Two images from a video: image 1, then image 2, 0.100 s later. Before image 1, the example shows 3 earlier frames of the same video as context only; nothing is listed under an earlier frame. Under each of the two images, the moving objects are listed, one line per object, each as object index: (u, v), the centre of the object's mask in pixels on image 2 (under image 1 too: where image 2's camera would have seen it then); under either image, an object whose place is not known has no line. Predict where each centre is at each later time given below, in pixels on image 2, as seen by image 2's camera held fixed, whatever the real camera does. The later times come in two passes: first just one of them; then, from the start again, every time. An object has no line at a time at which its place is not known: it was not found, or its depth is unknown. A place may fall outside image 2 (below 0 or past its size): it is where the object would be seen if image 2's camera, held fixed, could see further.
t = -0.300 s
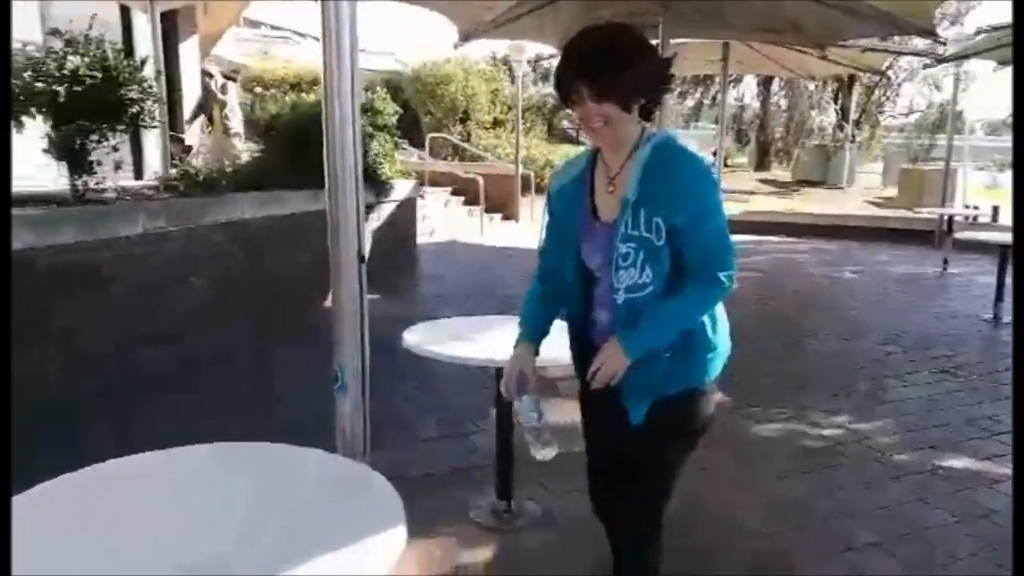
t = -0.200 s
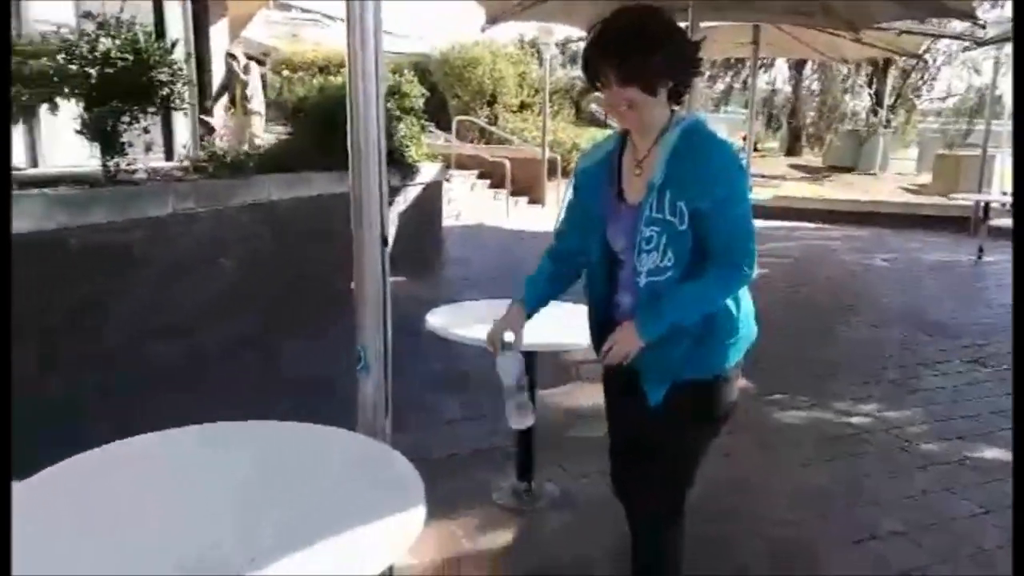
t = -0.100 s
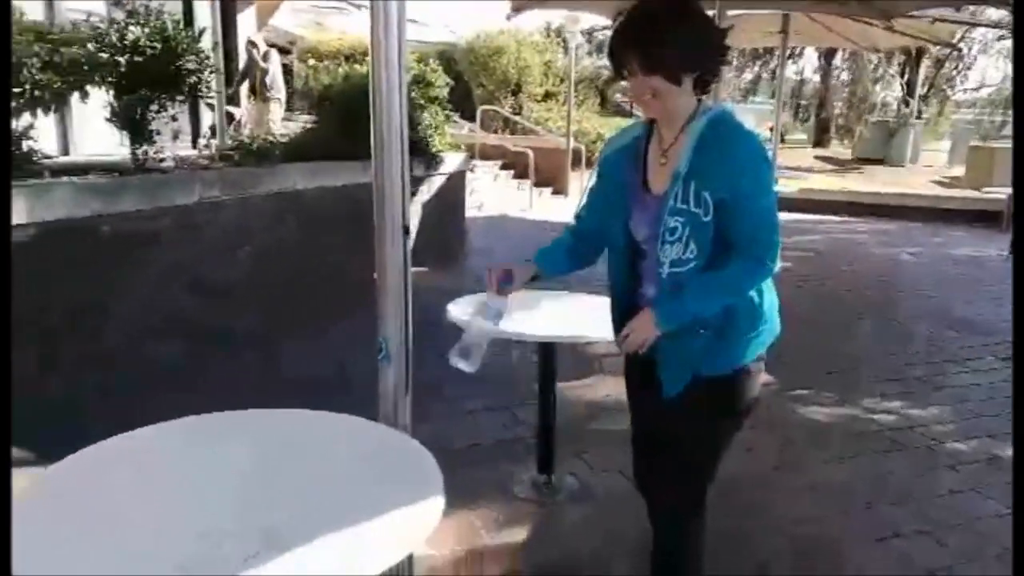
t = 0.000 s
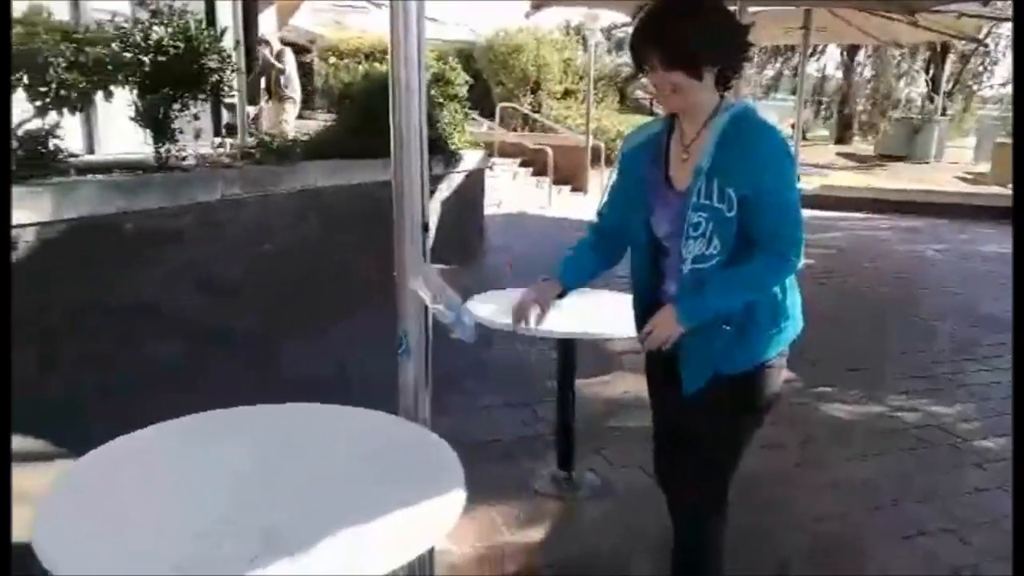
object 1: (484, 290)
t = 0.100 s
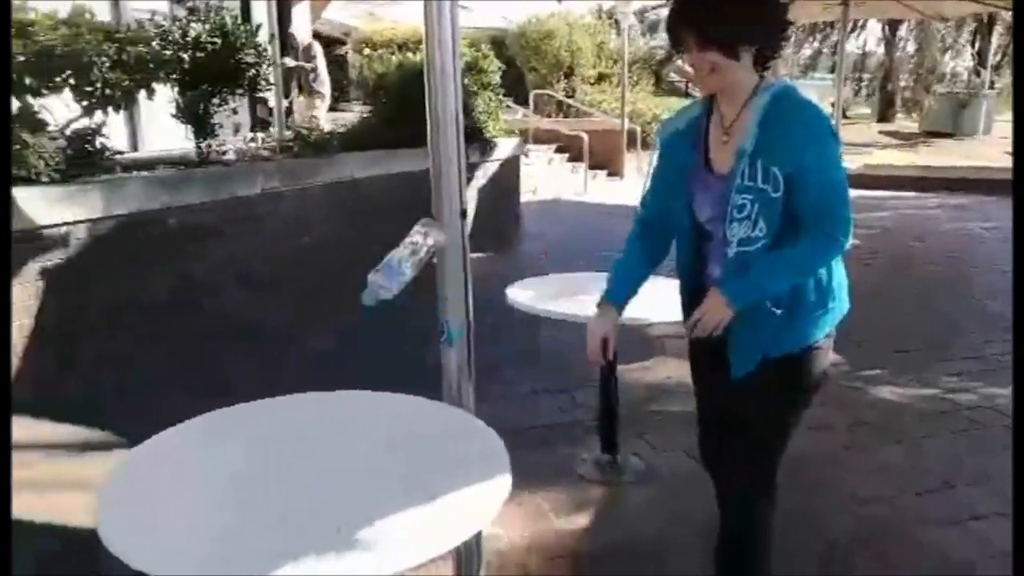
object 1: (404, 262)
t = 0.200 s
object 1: (343, 277)
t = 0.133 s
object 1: (383, 260)
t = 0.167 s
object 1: (362, 266)
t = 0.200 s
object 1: (343, 277)
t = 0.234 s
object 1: (324, 294)
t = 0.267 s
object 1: (304, 318)
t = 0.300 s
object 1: (284, 348)
